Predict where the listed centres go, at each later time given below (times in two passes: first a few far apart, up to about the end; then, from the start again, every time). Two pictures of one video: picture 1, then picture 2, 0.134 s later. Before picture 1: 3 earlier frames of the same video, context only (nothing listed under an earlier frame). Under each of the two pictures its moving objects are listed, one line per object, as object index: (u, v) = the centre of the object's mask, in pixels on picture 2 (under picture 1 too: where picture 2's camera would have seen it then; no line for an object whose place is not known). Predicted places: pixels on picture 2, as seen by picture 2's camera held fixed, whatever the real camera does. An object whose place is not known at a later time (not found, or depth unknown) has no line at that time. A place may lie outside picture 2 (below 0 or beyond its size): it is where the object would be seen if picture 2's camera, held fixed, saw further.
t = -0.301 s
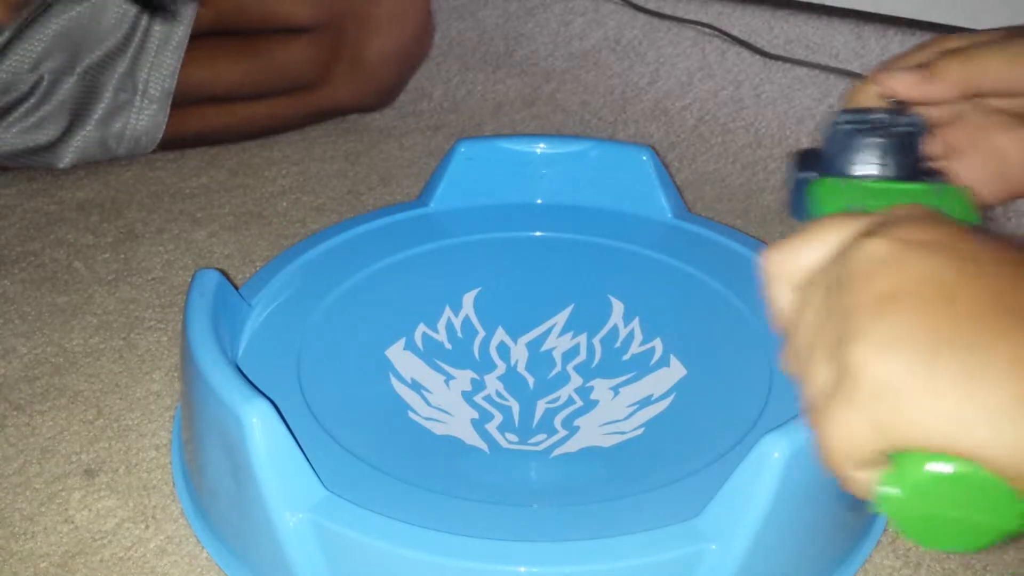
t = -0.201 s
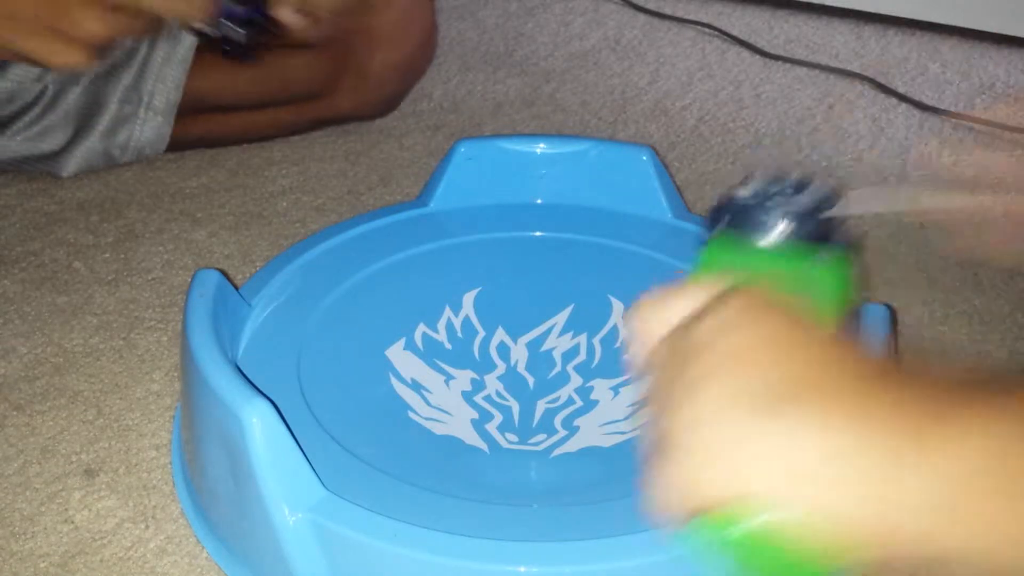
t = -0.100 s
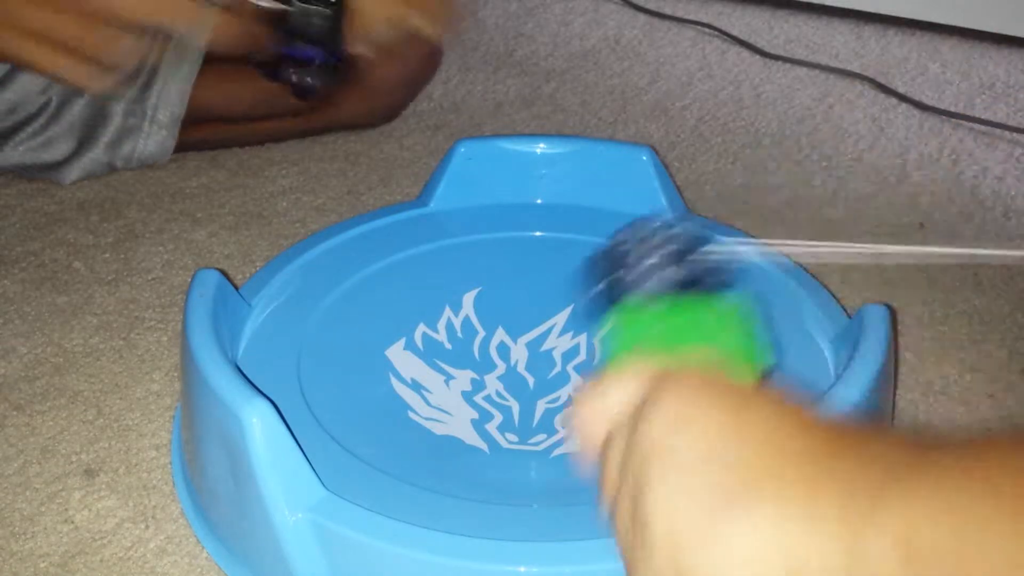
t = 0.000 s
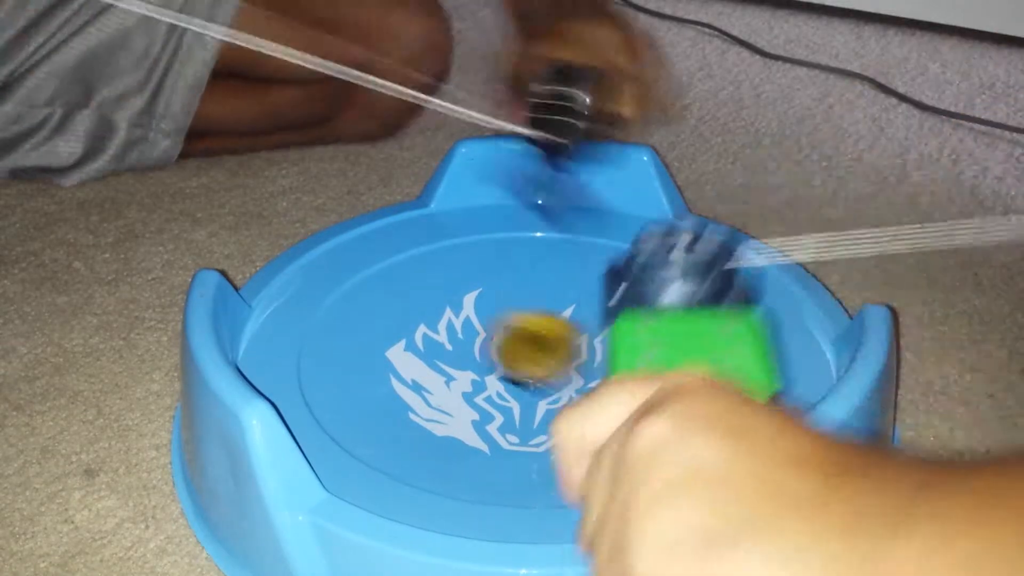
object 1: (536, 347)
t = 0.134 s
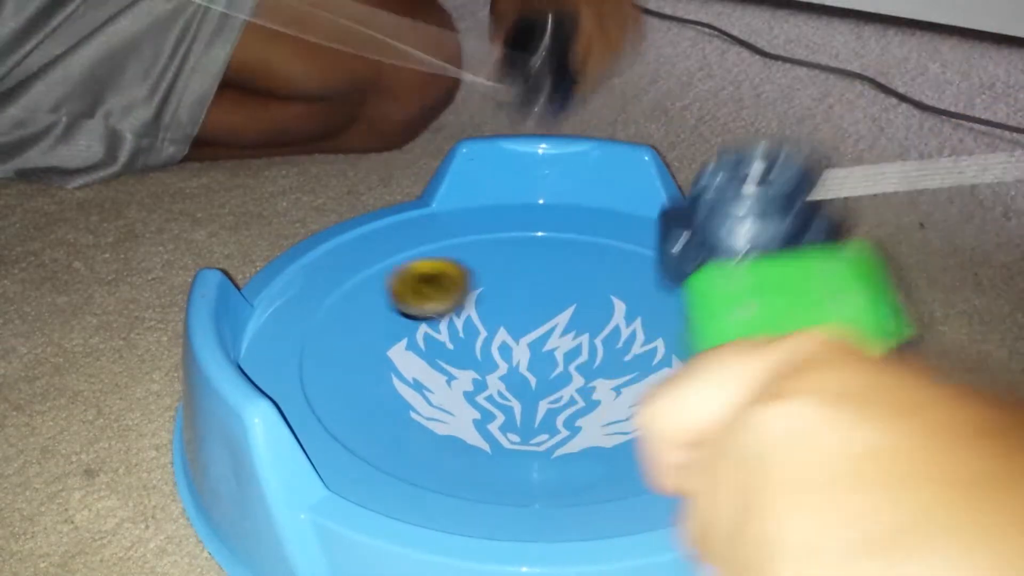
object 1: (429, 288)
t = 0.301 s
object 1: (394, 254)
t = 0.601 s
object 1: (504, 390)
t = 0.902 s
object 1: (763, 345)
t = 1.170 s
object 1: (637, 253)
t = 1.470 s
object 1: (395, 336)
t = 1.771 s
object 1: (592, 487)
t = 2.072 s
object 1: (638, 395)
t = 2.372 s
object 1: (478, 308)
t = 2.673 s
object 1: (376, 383)
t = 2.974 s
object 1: (591, 410)
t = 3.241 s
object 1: (544, 290)
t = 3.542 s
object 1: (356, 303)
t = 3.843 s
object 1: (483, 414)
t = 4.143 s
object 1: (612, 289)
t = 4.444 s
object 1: (430, 252)
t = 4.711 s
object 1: (416, 365)
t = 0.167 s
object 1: (415, 278)
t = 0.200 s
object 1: (405, 266)
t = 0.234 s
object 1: (398, 257)
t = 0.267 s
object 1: (395, 253)
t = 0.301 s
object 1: (394, 254)
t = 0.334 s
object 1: (395, 258)
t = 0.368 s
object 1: (399, 266)
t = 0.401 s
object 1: (405, 279)
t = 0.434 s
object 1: (413, 294)
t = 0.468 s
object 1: (424, 313)
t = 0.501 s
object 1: (438, 334)
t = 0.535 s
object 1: (454, 355)
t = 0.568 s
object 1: (476, 374)
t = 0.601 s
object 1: (504, 390)
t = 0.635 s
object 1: (534, 402)
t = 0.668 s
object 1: (567, 410)
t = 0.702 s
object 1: (607, 414)
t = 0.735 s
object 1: (650, 412)
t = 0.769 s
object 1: (689, 405)
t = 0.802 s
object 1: (724, 395)
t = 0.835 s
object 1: (752, 380)
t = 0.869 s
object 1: (763, 361)
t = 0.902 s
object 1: (763, 345)
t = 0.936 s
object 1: (759, 329)
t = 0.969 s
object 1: (753, 313)
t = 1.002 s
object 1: (741, 298)
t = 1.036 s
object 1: (726, 285)
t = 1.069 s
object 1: (708, 274)
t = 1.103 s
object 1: (687, 265)
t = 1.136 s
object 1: (663, 258)
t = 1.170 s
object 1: (637, 253)
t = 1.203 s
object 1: (609, 251)
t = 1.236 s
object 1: (579, 252)
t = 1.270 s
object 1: (548, 256)
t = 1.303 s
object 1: (516, 263)
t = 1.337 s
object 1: (487, 271)
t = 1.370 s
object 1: (460, 283)
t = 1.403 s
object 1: (434, 299)
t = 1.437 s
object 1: (414, 316)
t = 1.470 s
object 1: (395, 336)
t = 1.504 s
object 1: (382, 358)
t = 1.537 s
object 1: (376, 382)
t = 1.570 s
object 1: (376, 406)
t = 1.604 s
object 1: (387, 431)
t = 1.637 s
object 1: (417, 439)
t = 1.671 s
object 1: (455, 457)
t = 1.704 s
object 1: (499, 475)
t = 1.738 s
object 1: (544, 484)
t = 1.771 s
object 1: (592, 487)
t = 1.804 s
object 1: (638, 486)
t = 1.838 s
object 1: (665, 476)
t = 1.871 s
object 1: (666, 471)
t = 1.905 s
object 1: (660, 463)
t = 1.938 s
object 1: (654, 451)
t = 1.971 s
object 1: (649, 441)
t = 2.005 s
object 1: (645, 427)
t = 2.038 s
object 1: (642, 412)
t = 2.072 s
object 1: (638, 395)
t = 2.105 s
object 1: (634, 379)
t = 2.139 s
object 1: (626, 364)
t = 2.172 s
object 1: (612, 350)
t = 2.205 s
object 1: (594, 338)
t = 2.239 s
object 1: (572, 328)
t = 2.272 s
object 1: (549, 320)
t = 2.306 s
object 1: (525, 313)
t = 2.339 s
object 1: (501, 309)
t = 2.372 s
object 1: (478, 308)
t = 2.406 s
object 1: (456, 309)
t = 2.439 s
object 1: (435, 312)
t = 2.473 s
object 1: (416, 317)
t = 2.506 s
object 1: (399, 324)
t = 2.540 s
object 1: (385, 333)
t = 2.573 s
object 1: (376, 344)
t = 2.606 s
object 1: (371, 356)
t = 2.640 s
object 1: (370, 369)
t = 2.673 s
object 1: (376, 383)
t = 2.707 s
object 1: (387, 396)
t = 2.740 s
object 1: (403, 409)
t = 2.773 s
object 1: (426, 420)
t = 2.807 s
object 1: (452, 428)
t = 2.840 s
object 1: (483, 432)
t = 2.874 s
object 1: (512, 433)
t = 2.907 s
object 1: (540, 429)
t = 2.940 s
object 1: (568, 422)
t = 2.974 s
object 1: (591, 410)
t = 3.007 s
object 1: (607, 397)
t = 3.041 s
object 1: (615, 382)
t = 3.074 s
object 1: (615, 364)
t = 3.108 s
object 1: (611, 348)
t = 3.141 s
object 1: (601, 330)
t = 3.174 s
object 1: (585, 315)
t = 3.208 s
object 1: (566, 302)
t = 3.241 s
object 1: (544, 290)
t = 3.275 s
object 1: (521, 281)
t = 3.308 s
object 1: (497, 273)
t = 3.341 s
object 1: (472, 269)
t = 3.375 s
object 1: (450, 269)
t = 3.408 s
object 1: (425, 270)
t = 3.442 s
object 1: (404, 274)
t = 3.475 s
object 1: (385, 282)
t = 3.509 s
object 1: (369, 291)
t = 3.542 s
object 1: (356, 303)
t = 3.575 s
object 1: (347, 318)
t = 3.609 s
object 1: (343, 333)
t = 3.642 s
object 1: (345, 348)
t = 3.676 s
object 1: (353, 363)
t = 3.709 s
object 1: (369, 379)
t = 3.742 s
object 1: (388, 391)
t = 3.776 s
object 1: (413, 402)
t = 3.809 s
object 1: (444, 411)
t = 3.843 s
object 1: (483, 414)
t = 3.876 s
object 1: (514, 413)
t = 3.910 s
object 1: (548, 408)
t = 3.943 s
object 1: (578, 396)
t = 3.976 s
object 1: (602, 381)
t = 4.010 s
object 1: (618, 364)
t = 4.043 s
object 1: (627, 345)
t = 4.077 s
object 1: (629, 326)
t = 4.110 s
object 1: (623, 306)
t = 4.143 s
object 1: (612, 289)
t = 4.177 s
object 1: (596, 273)
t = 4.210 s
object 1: (577, 261)
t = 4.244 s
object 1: (556, 250)
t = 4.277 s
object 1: (534, 243)
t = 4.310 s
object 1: (511, 239)
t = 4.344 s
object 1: (488, 239)
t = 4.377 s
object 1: (467, 241)
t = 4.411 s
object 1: (447, 245)
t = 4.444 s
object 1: (430, 252)
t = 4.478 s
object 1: (414, 262)
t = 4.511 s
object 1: (401, 273)
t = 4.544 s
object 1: (392, 286)
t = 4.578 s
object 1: (387, 300)
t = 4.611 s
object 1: (386, 316)
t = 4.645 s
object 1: (390, 333)
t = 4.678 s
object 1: (400, 349)
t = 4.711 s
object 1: (416, 365)
